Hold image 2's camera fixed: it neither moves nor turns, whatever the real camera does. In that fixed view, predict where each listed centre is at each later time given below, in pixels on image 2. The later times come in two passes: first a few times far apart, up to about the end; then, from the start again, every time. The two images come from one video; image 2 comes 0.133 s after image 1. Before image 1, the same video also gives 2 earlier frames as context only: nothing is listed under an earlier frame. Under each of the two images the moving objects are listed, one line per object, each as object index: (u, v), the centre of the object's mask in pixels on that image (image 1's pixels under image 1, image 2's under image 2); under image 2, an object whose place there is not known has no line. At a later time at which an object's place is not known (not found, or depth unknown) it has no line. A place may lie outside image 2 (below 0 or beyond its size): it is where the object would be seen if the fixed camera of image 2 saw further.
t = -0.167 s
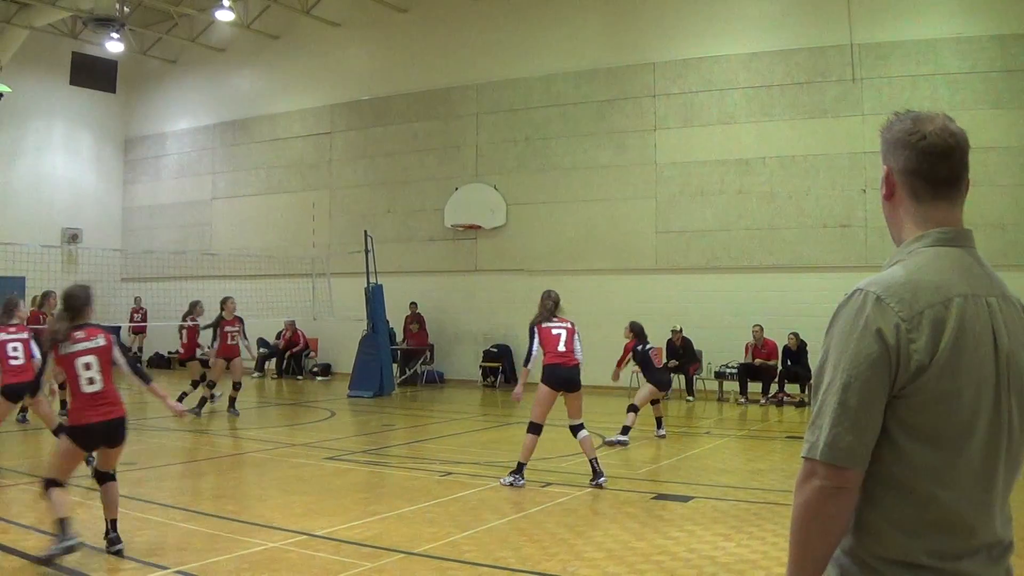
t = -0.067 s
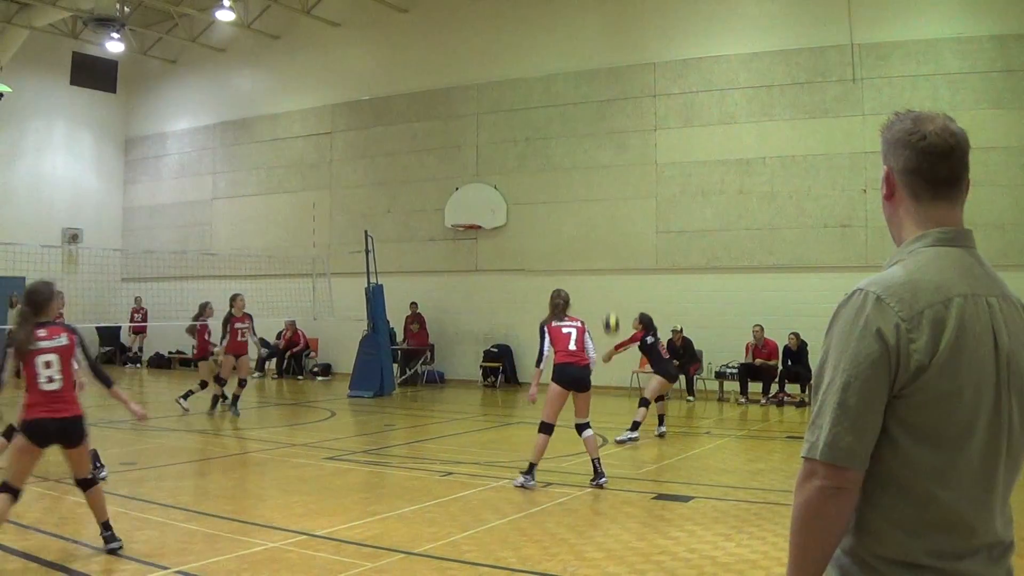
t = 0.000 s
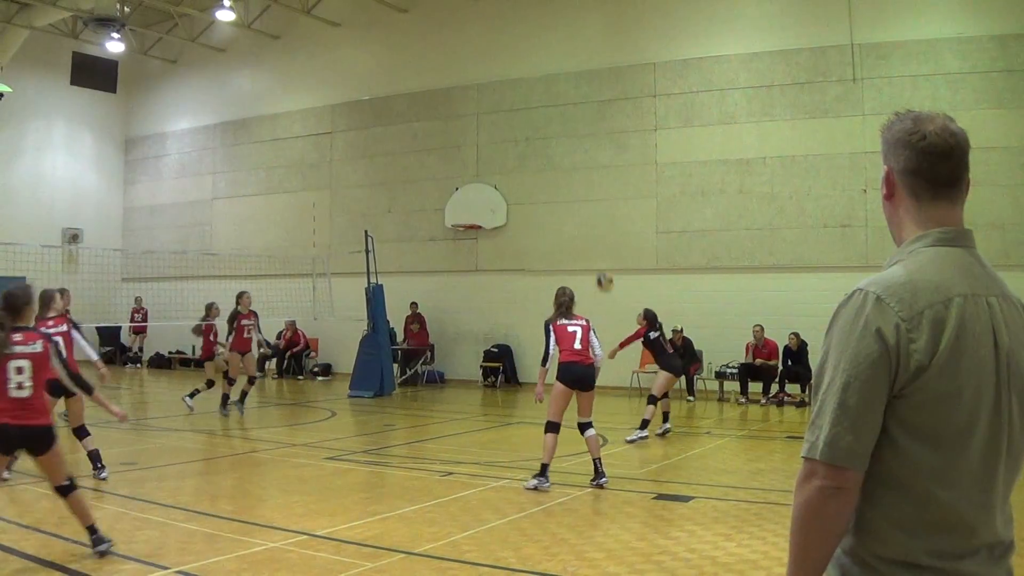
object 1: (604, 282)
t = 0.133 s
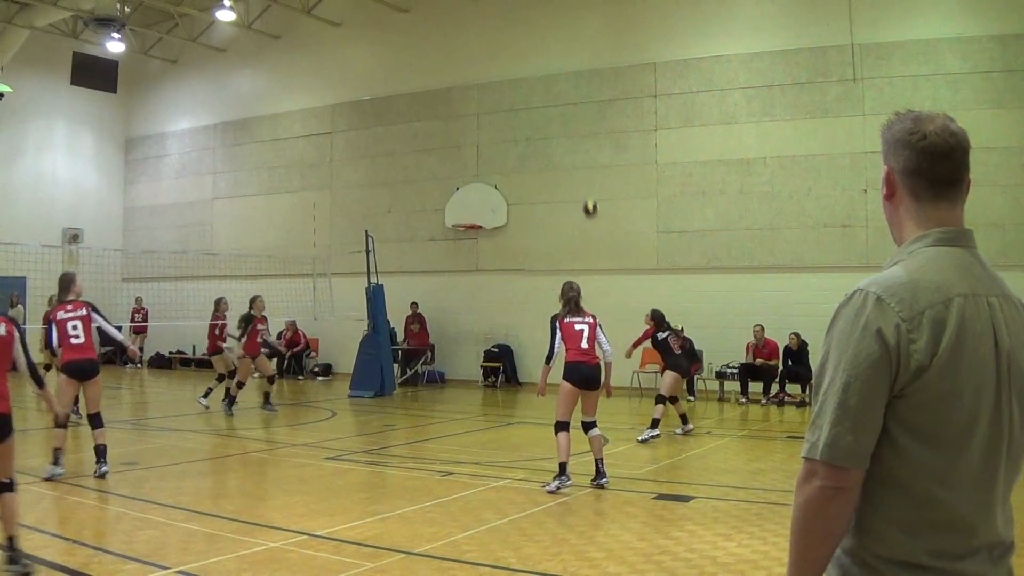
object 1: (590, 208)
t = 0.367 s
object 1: (570, 126)
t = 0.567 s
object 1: (555, 93)
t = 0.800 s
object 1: (539, 92)
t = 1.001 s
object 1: (526, 120)
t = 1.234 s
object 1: (513, 183)
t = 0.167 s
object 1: (587, 192)
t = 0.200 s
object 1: (584, 178)
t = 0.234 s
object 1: (582, 167)
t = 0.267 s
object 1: (578, 155)
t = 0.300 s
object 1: (575, 144)
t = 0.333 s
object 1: (573, 134)
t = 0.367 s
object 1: (570, 126)
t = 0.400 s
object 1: (567, 117)
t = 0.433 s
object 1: (565, 111)
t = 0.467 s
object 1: (562, 106)
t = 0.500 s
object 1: (559, 100)
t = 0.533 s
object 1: (557, 96)
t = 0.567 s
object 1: (555, 93)
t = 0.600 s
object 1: (552, 90)
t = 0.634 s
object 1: (550, 88)
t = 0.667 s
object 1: (548, 88)
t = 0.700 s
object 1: (546, 87)
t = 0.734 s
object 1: (544, 88)
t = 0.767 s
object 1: (541, 90)
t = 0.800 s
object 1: (539, 92)
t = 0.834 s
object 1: (537, 95)
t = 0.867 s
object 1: (535, 99)
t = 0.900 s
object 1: (533, 103)
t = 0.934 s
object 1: (531, 108)
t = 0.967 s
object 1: (529, 114)
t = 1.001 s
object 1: (526, 120)
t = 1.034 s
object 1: (524, 127)
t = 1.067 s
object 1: (522, 135)
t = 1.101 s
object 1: (521, 144)
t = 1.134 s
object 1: (519, 152)
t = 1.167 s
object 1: (517, 162)
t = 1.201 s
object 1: (515, 172)
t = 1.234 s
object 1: (513, 183)
